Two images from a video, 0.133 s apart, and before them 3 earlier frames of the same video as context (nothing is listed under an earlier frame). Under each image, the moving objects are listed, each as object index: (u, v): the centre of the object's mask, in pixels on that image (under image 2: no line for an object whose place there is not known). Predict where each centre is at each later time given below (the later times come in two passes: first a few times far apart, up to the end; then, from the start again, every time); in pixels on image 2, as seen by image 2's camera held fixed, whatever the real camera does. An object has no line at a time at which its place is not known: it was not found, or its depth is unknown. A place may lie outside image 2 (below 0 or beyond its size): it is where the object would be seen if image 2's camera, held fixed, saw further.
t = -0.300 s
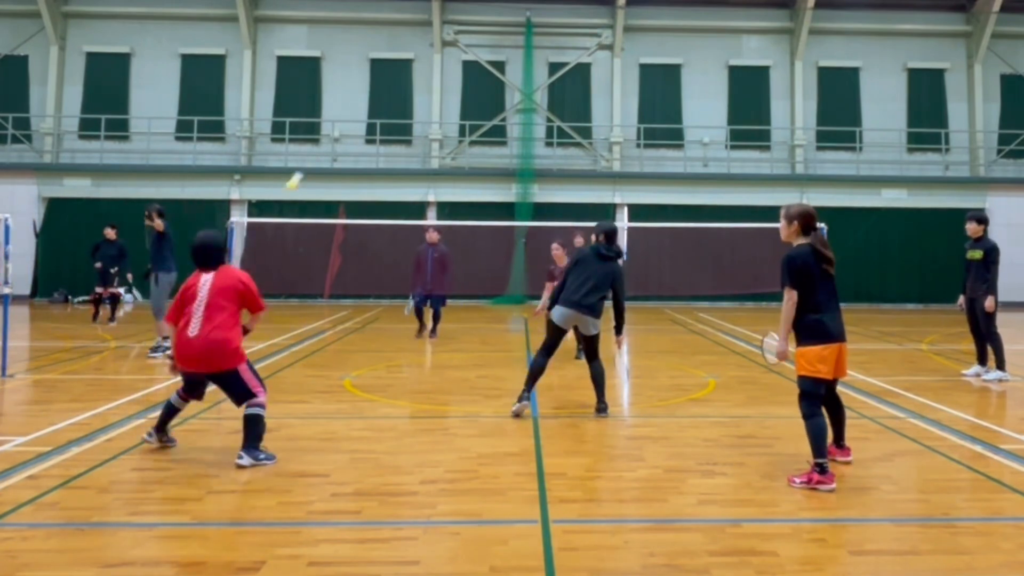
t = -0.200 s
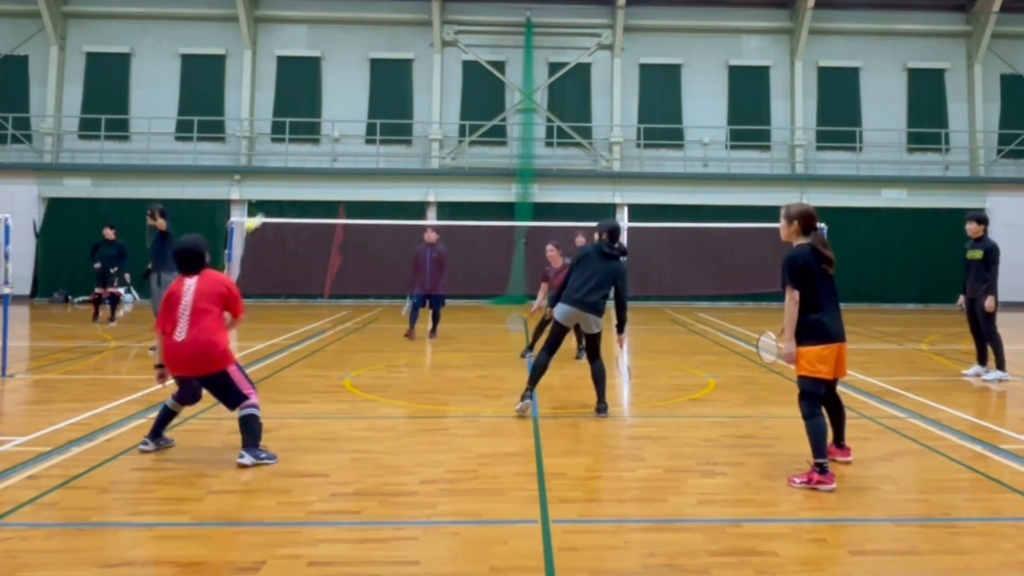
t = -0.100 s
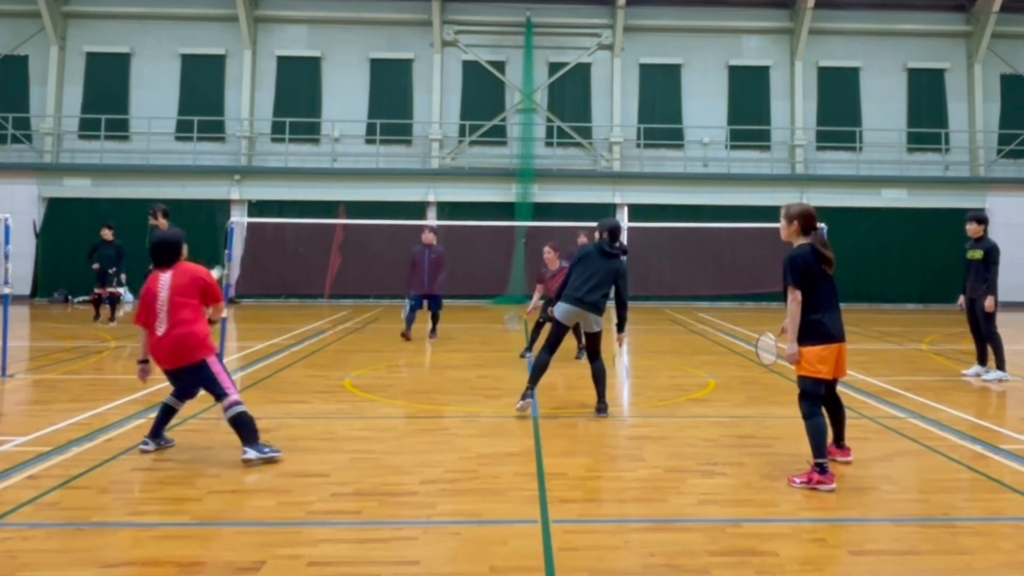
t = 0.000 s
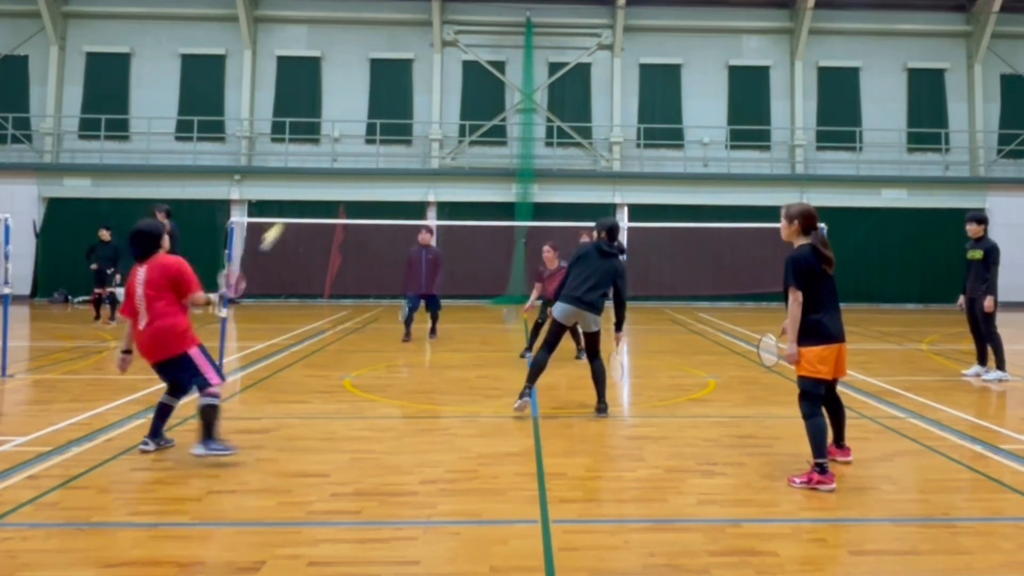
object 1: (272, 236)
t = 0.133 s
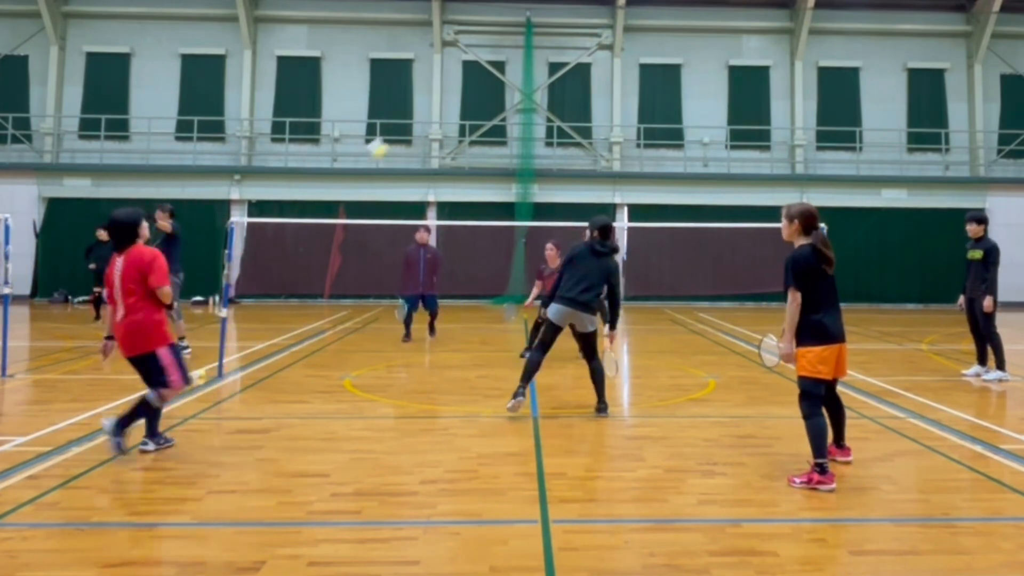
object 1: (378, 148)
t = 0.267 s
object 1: (462, 102)
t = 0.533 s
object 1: (587, 87)
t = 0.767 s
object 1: (674, 149)
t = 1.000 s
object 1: (748, 262)
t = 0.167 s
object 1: (400, 134)
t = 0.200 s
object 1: (421, 122)
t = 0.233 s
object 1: (443, 111)
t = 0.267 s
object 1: (462, 102)
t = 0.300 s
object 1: (479, 96)
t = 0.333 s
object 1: (496, 90)
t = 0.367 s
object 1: (513, 85)
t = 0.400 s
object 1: (529, 83)
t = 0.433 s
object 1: (545, 82)
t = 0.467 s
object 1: (559, 82)
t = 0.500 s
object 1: (573, 84)
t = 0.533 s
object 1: (587, 87)
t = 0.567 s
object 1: (601, 91)
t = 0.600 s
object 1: (614, 98)
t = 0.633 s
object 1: (626, 106)
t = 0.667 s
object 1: (639, 115)
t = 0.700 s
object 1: (651, 125)
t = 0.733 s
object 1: (663, 137)
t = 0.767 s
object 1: (674, 149)
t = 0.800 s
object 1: (684, 162)
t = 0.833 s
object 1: (695, 177)
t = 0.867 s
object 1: (706, 191)
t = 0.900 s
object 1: (718, 209)
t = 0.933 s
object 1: (727, 225)
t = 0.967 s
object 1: (738, 243)
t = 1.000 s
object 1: (748, 262)
